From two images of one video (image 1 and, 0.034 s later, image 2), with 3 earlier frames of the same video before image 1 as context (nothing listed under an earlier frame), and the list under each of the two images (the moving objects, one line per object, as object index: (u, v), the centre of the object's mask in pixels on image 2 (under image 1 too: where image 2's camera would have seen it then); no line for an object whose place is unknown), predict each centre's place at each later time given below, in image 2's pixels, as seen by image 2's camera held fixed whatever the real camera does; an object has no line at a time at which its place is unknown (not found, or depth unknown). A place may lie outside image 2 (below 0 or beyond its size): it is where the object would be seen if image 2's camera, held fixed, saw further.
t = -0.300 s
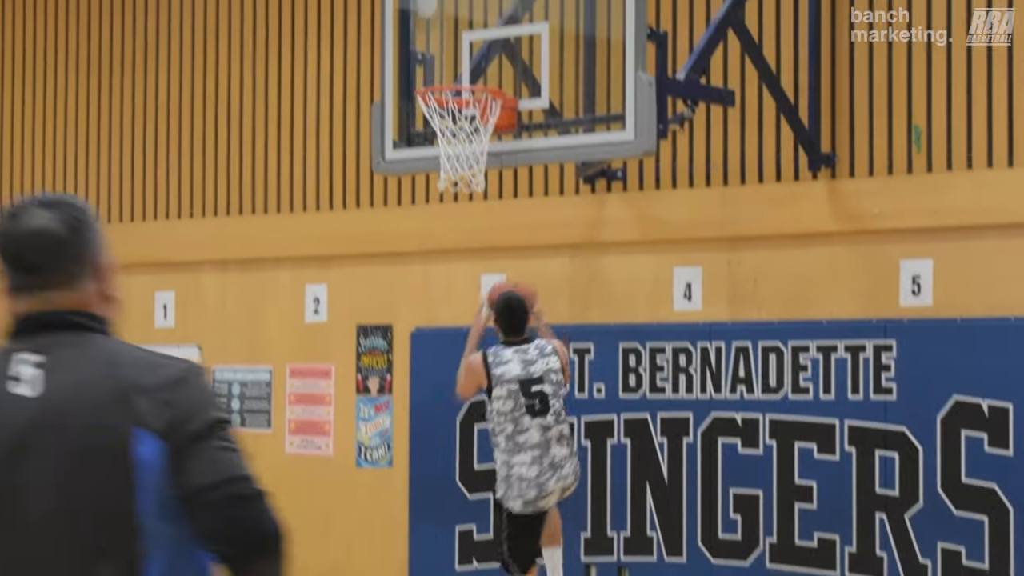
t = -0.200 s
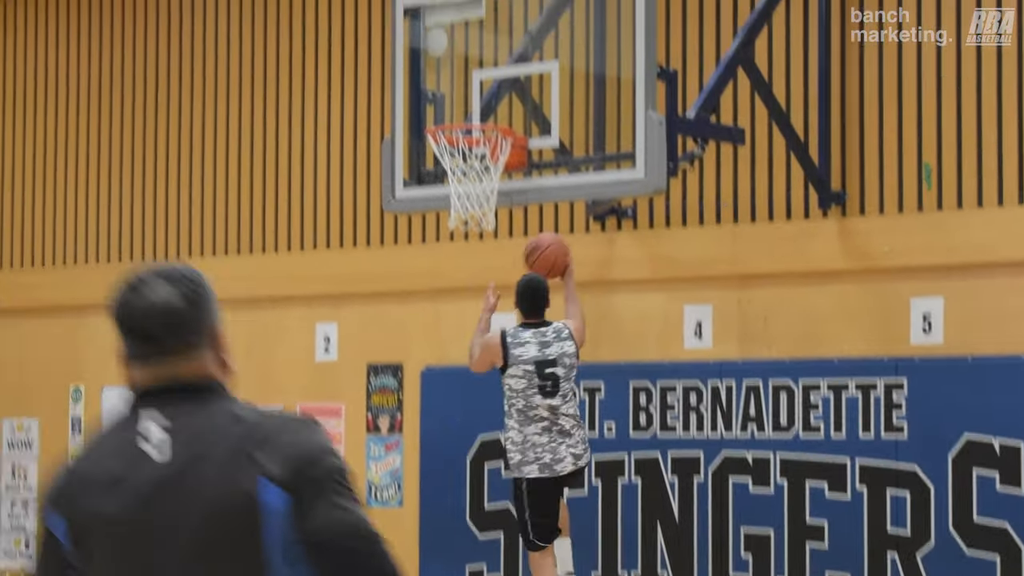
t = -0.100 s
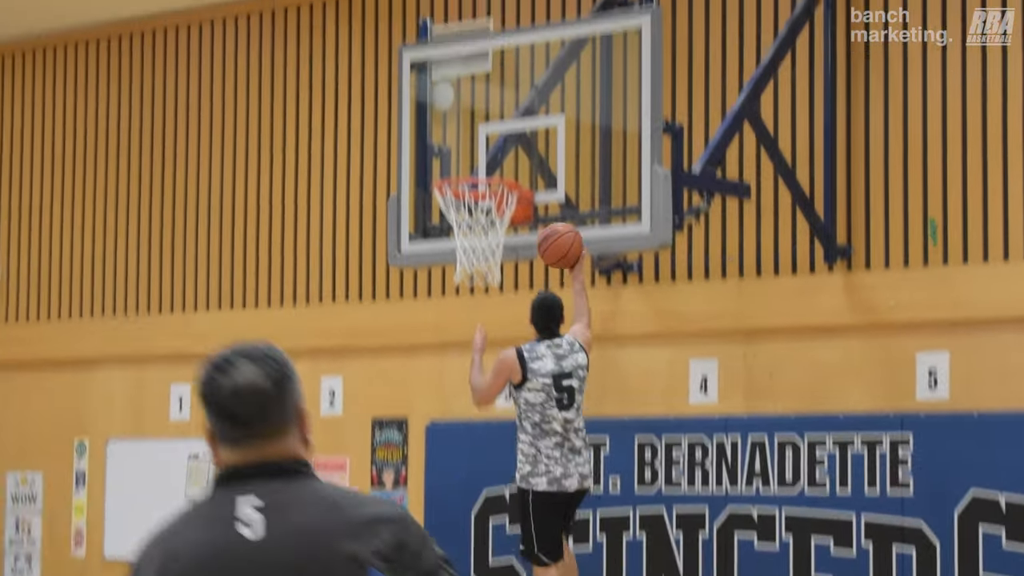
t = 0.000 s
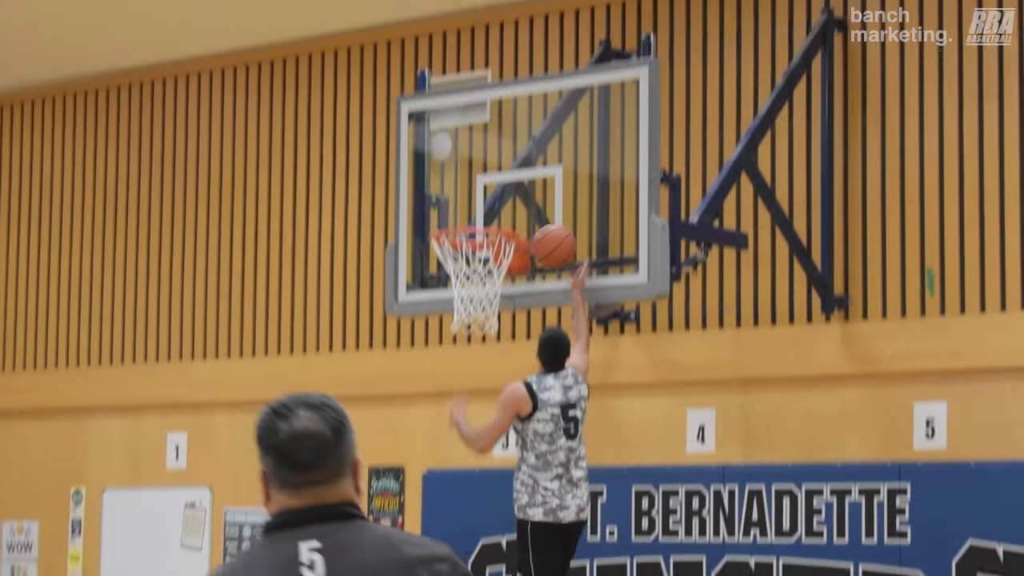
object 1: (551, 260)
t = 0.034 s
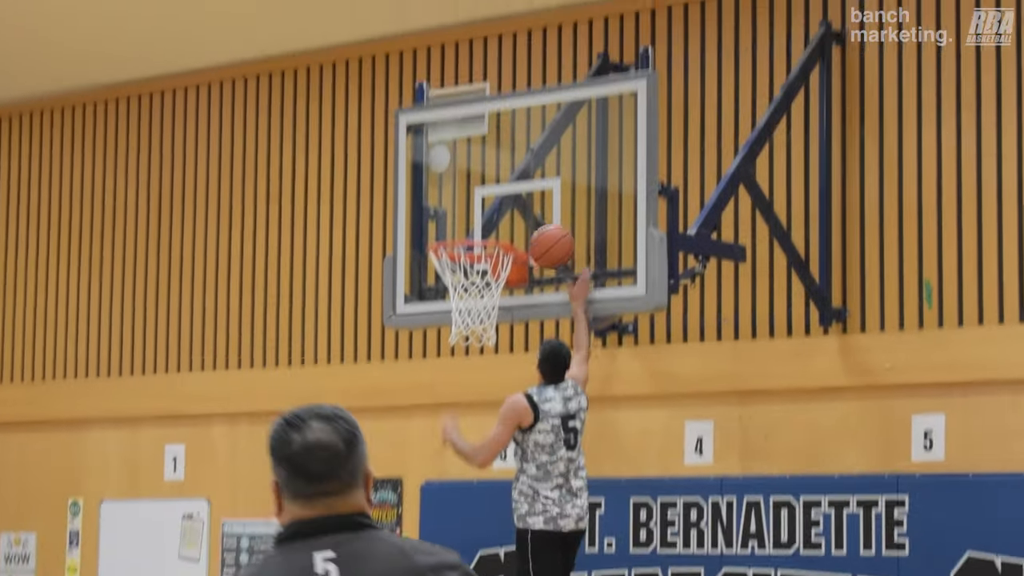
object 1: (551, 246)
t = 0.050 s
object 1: (551, 241)
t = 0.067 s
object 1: (550, 236)
